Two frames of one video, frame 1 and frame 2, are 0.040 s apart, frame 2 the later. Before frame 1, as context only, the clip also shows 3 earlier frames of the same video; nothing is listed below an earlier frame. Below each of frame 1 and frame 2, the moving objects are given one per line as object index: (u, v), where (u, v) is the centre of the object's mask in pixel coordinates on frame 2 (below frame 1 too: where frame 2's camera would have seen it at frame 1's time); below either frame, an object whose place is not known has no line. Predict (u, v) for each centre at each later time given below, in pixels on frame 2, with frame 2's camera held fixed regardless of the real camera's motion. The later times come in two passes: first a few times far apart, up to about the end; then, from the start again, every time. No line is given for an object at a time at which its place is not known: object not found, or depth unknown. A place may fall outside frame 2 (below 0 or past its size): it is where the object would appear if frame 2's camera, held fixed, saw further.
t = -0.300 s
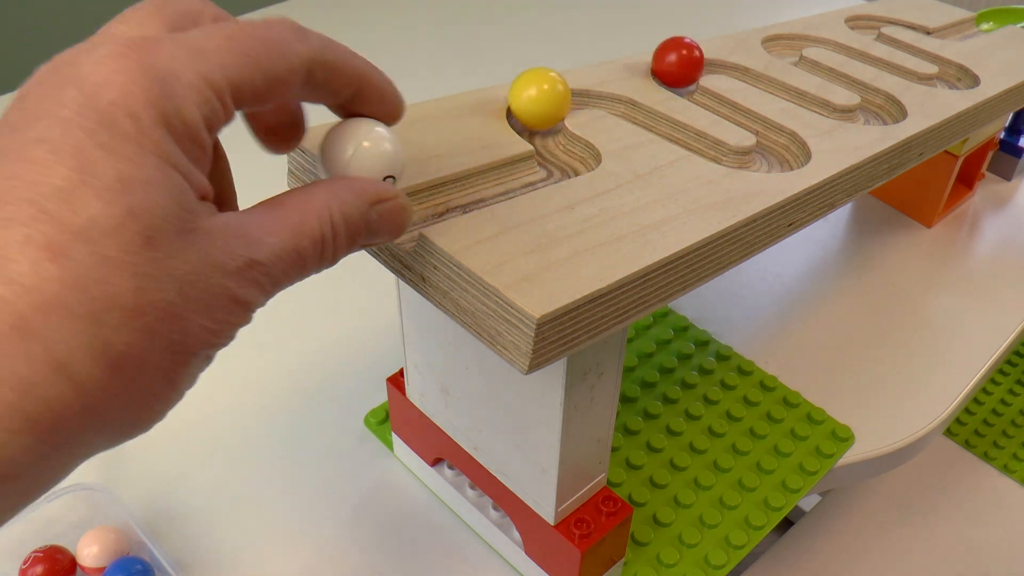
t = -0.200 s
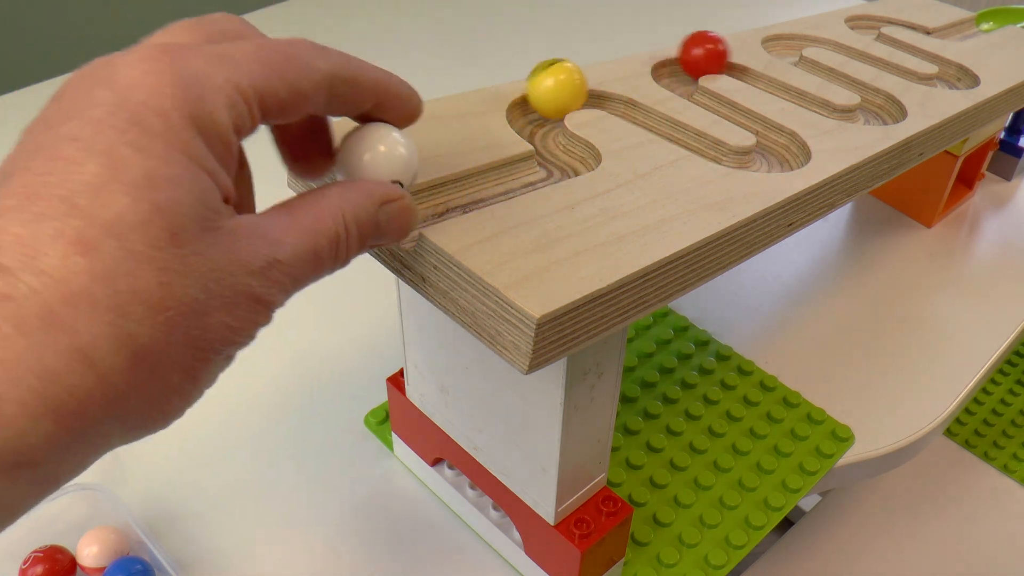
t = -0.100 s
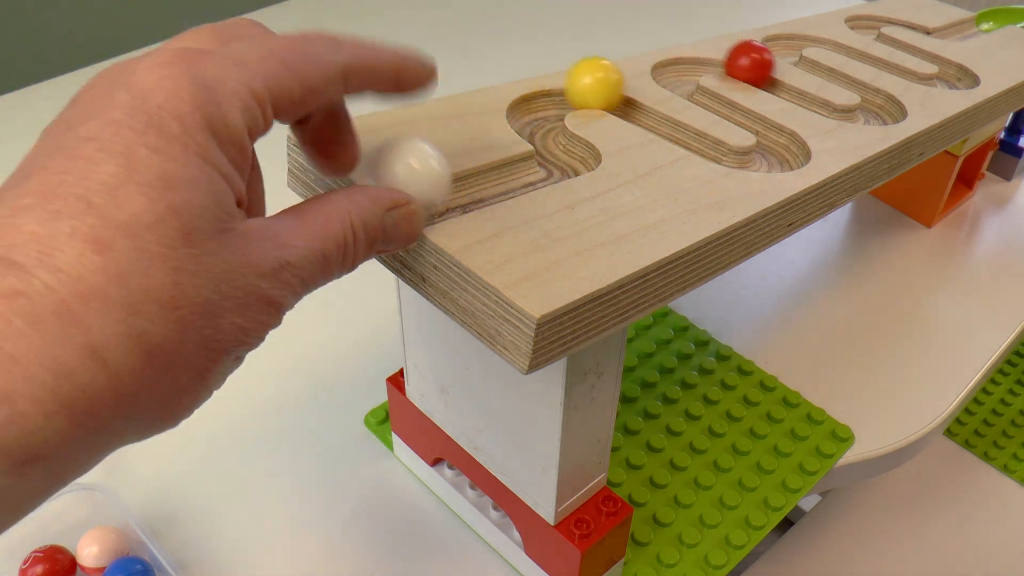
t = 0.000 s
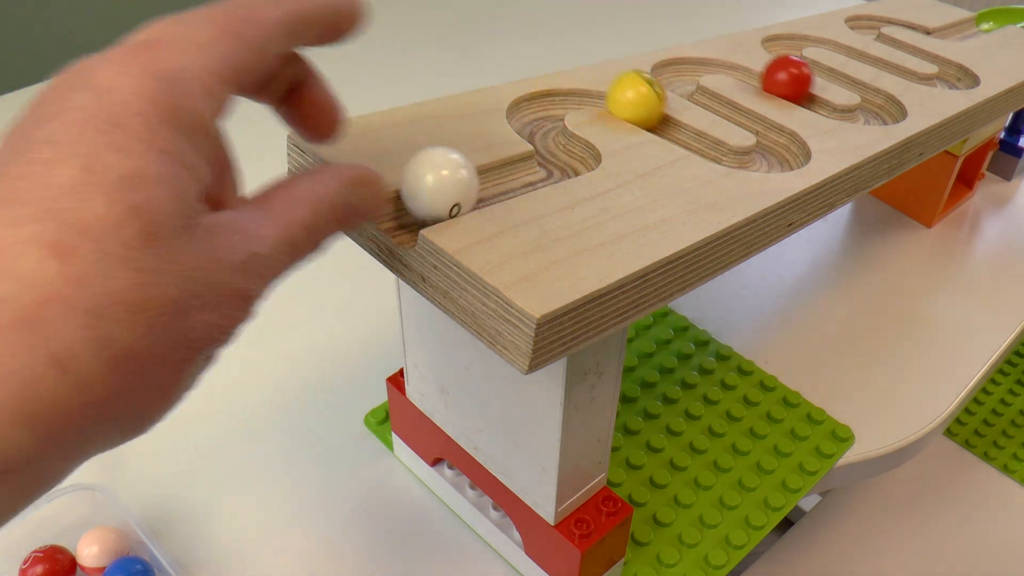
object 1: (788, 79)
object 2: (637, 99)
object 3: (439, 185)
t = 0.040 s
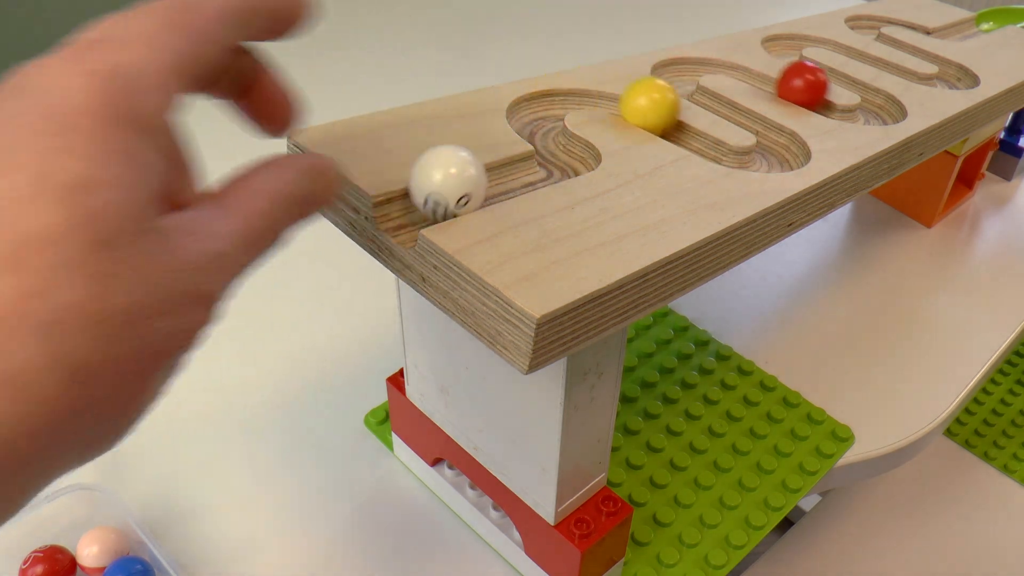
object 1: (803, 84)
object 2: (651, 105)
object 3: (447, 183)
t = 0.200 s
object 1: (868, 103)
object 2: (705, 130)
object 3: (492, 169)
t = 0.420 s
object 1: (862, 75)
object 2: (779, 144)
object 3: (568, 143)
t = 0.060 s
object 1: (810, 88)
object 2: (657, 108)
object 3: (452, 182)
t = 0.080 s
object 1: (819, 91)
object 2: (664, 112)
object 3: (457, 180)
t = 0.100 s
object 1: (826, 94)
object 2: (671, 115)
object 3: (462, 179)
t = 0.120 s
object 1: (834, 97)
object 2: (678, 118)
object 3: (468, 177)
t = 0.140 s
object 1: (843, 99)
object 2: (685, 121)
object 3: (473, 175)
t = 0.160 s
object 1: (851, 100)
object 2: (691, 125)
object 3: (479, 174)
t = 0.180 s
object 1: (860, 102)
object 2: (698, 128)
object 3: (485, 171)
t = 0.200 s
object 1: (868, 103)
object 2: (705, 130)
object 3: (492, 169)
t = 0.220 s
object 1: (874, 103)
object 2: (712, 133)
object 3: (500, 167)
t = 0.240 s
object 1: (880, 102)
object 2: (719, 136)
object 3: (507, 164)
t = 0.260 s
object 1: (884, 101)
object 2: (725, 139)
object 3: (514, 163)
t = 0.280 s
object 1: (886, 100)
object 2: (732, 141)
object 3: (521, 161)
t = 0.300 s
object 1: (888, 98)
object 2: (739, 143)
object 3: (529, 158)
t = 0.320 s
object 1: (888, 95)
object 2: (747, 144)
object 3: (537, 155)
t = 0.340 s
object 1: (886, 91)
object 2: (754, 145)
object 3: (544, 153)
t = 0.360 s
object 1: (881, 87)
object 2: (762, 146)
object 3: (552, 151)
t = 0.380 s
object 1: (875, 83)
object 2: (769, 145)
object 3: (560, 149)
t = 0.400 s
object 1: (869, 78)
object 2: (775, 145)
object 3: (565, 148)
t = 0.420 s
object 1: (862, 75)
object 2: (779, 144)
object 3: (568, 143)
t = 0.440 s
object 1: (854, 71)
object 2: (783, 143)
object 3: (564, 137)
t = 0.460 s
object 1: (846, 67)
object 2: (786, 141)
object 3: (561, 131)
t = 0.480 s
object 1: (838, 64)
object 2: (787, 139)
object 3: (558, 130)
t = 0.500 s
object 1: (831, 61)
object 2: (787, 135)
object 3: (555, 127)
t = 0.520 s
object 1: (824, 58)
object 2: (785, 131)
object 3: (553, 125)
